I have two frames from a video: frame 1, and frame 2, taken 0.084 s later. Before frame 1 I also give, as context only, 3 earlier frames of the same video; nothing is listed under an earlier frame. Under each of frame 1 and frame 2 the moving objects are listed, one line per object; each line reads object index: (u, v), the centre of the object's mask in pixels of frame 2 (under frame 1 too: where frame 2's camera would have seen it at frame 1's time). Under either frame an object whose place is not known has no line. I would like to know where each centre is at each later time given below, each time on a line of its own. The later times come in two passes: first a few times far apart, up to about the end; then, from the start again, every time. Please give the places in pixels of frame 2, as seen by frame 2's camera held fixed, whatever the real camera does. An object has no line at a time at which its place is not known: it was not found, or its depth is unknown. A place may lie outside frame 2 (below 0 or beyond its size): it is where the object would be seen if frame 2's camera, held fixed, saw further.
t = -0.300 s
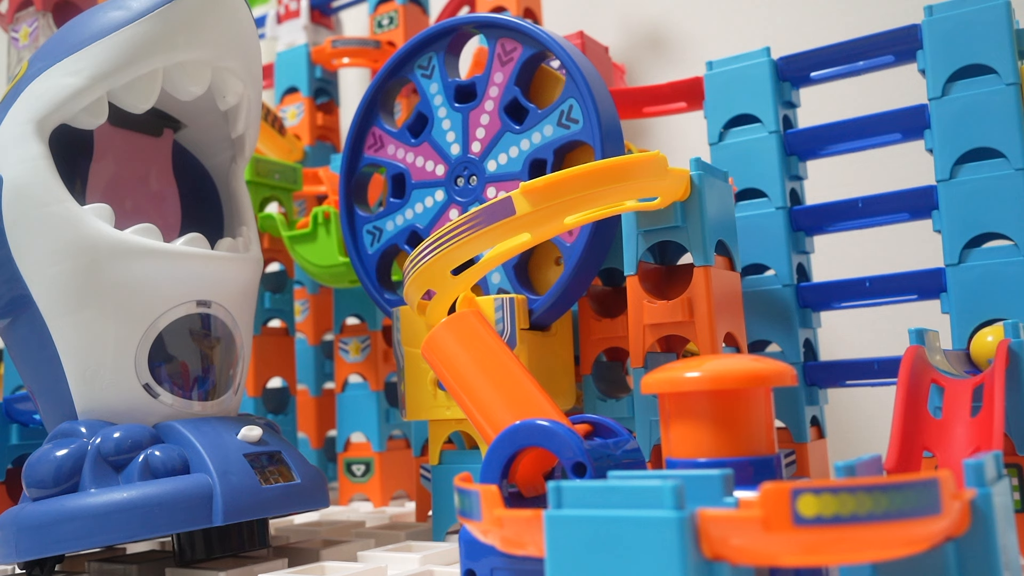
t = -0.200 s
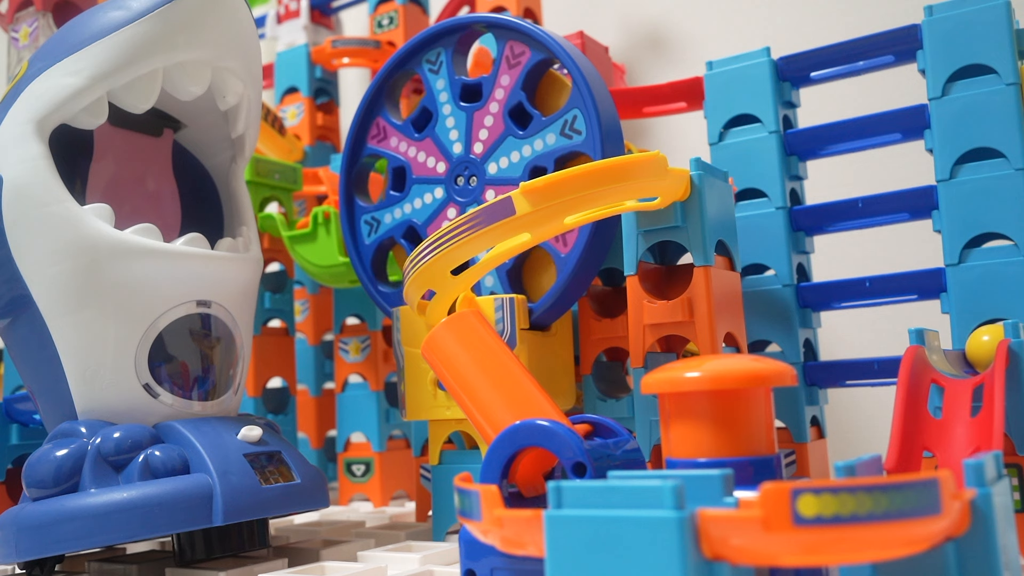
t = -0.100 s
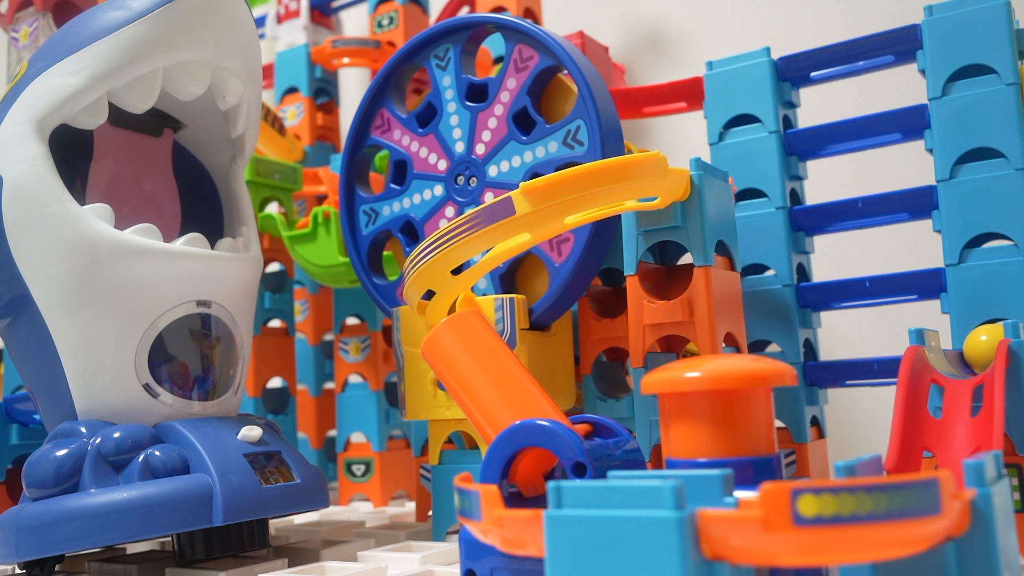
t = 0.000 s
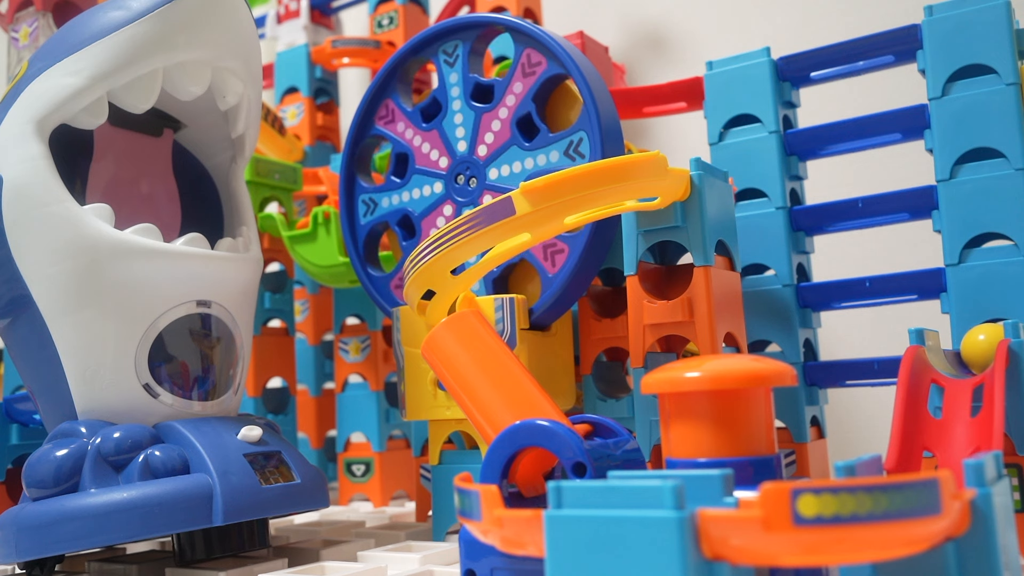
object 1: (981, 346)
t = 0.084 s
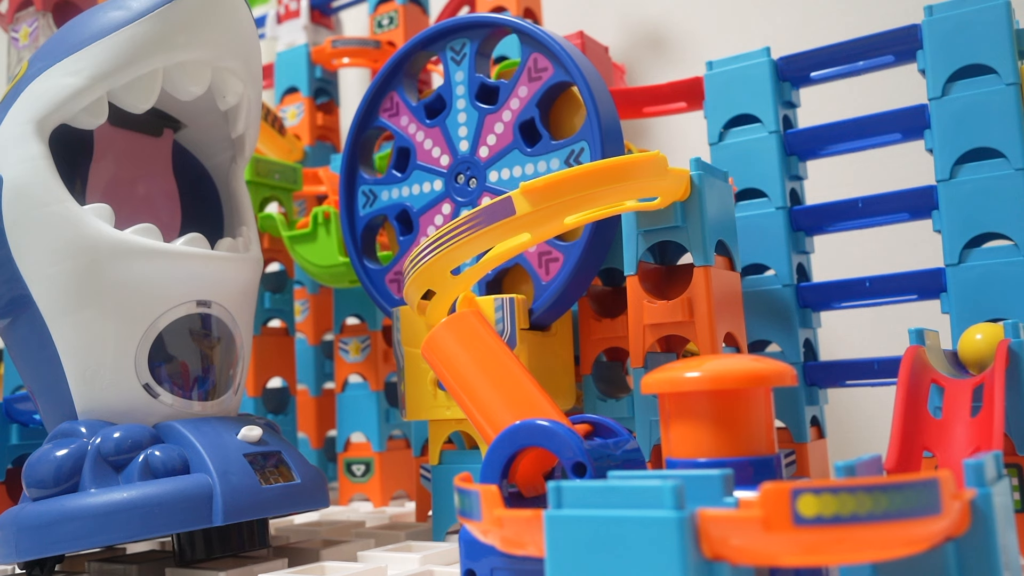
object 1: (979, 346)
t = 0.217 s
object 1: (976, 346)
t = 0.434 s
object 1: (971, 347)
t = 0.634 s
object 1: (967, 346)
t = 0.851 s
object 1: (961, 346)
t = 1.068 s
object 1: (959, 347)
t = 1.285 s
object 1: (941, 438)
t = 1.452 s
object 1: (805, 472)
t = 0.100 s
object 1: (979, 346)
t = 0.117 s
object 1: (978, 346)
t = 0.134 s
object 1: (978, 346)
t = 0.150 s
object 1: (978, 346)
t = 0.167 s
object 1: (978, 346)
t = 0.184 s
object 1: (977, 346)
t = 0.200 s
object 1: (977, 346)
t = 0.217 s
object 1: (976, 346)
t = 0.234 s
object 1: (976, 346)
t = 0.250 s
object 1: (976, 346)
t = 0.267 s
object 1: (976, 346)
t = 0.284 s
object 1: (975, 346)
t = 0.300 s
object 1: (975, 347)
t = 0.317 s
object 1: (975, 347)
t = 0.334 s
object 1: (974, 347)
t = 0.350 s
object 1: (974, 347)
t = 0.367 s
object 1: (974, 346)
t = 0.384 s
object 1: (974, 346)
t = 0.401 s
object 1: (973, 346)
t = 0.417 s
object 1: (972, 347)
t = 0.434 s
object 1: (971, 347)
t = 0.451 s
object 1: (971, 347)
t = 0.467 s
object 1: (971, 347)
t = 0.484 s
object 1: (971, 347)
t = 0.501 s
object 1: (970, 346)
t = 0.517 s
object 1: (969, 346)
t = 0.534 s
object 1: (969, 346)
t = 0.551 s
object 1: (969, 346)
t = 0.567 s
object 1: (969, 346)
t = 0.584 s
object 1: (968, 346)
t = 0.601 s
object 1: (967, 346)
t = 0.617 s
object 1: (967, 346)
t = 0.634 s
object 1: (967, 346)
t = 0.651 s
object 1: (966, 346)
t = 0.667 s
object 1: (965, 346)
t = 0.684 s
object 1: (965, 346)
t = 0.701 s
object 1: (965, 346)
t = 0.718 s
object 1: (965, 346)
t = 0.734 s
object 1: (964, 346)
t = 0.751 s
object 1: (963, 346)
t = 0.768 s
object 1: (963, 346)
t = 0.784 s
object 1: (963, 346)
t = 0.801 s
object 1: (963, 346)
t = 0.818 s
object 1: (962, 346)
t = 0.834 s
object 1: (962, 346)
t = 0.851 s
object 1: (961, 346)
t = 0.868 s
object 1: (961, 346)
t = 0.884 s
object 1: (961, 346)
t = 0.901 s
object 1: (960, 346)
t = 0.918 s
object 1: (960, 346)
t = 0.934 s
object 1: (960, 346)
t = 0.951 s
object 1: (960, 346)
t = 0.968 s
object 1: (960, 346)
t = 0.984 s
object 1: (960, 346)
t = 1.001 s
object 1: (959, 346)
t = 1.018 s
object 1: (959, 346)
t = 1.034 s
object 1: (959, 346)
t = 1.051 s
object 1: (959, 346)
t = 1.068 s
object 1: (959, 347)
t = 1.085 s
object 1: (959, 347)
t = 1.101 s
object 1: (958, 347)
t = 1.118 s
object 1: (958, 347)
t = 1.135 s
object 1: (958, 348)
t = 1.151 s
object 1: (957, 350)
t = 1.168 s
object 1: (955, 352)
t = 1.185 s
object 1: (954, 355)
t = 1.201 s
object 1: (953, 360)
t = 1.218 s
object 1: (952, 367)
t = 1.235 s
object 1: (951, 380)
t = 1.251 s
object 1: (948, 396)
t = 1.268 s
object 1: (946, 418)
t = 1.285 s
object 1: (941, 438)
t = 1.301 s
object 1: (937, 450)
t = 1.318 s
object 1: (930, 456)
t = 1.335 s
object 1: (925, 459)
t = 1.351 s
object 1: (914, 462)
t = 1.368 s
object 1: (900, 463)
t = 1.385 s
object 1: (897, 463)
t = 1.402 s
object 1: (888, 465)
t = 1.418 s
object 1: (866, 468)
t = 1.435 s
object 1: (835, 470)
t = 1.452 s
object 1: (805, 472)
